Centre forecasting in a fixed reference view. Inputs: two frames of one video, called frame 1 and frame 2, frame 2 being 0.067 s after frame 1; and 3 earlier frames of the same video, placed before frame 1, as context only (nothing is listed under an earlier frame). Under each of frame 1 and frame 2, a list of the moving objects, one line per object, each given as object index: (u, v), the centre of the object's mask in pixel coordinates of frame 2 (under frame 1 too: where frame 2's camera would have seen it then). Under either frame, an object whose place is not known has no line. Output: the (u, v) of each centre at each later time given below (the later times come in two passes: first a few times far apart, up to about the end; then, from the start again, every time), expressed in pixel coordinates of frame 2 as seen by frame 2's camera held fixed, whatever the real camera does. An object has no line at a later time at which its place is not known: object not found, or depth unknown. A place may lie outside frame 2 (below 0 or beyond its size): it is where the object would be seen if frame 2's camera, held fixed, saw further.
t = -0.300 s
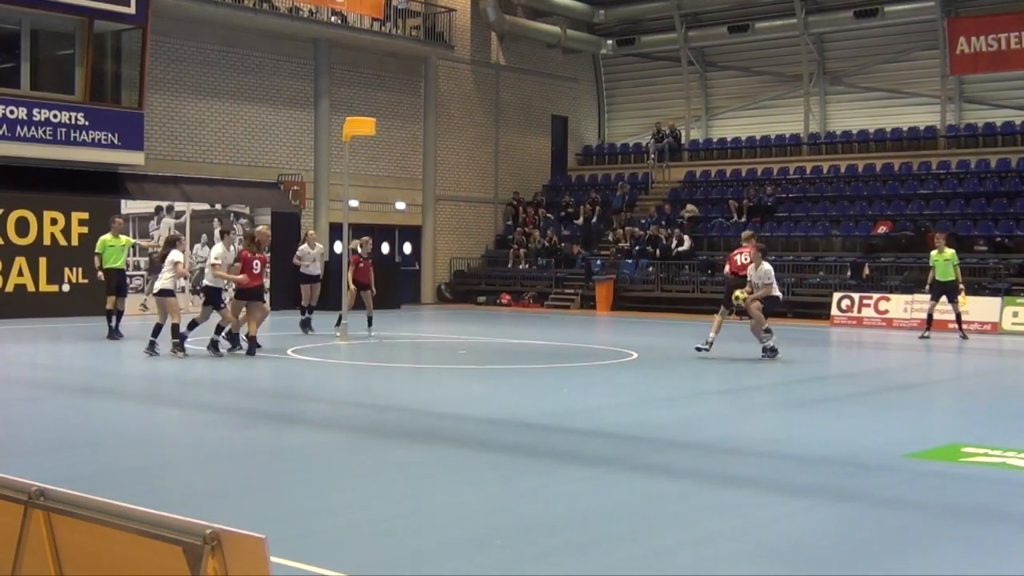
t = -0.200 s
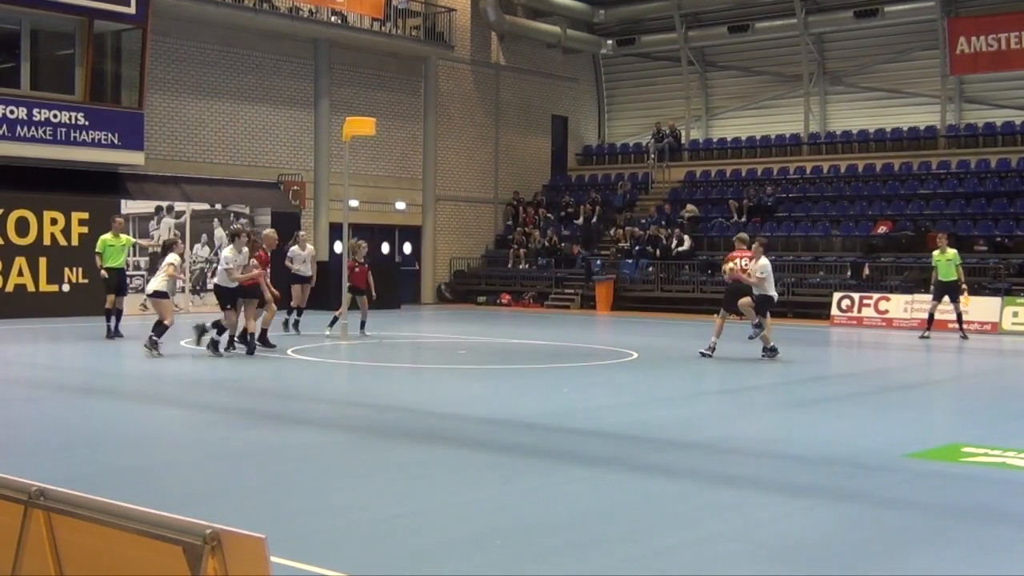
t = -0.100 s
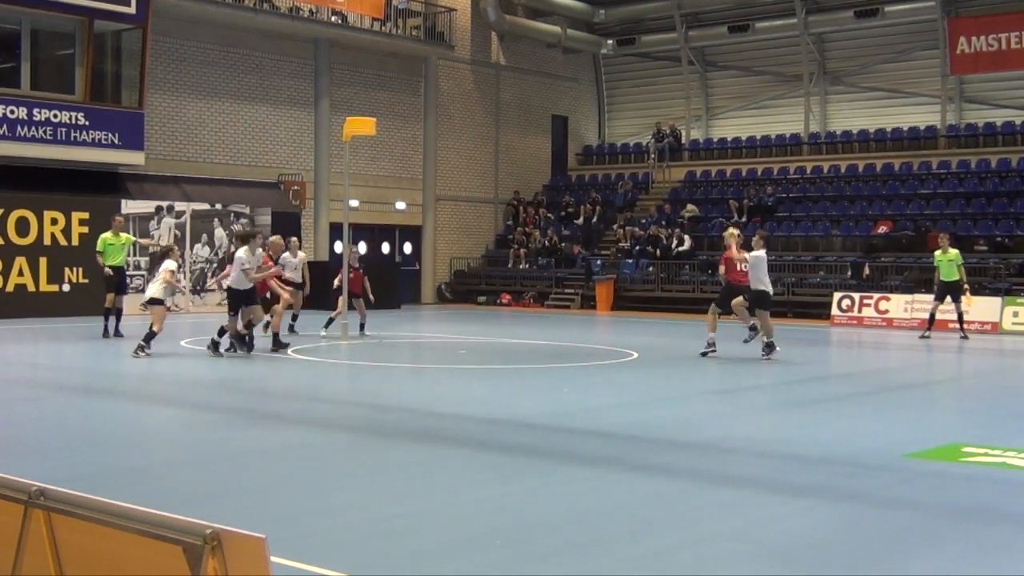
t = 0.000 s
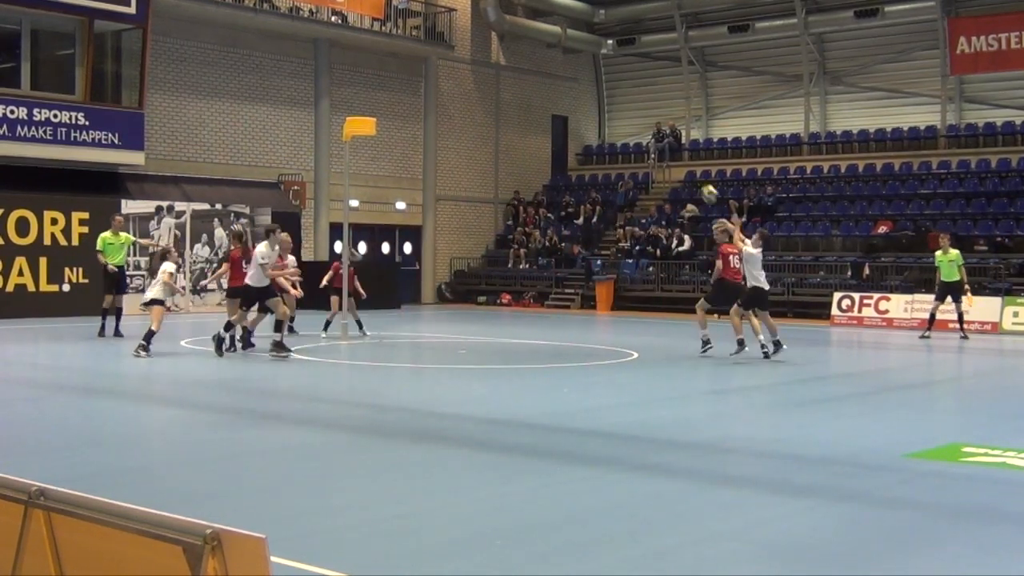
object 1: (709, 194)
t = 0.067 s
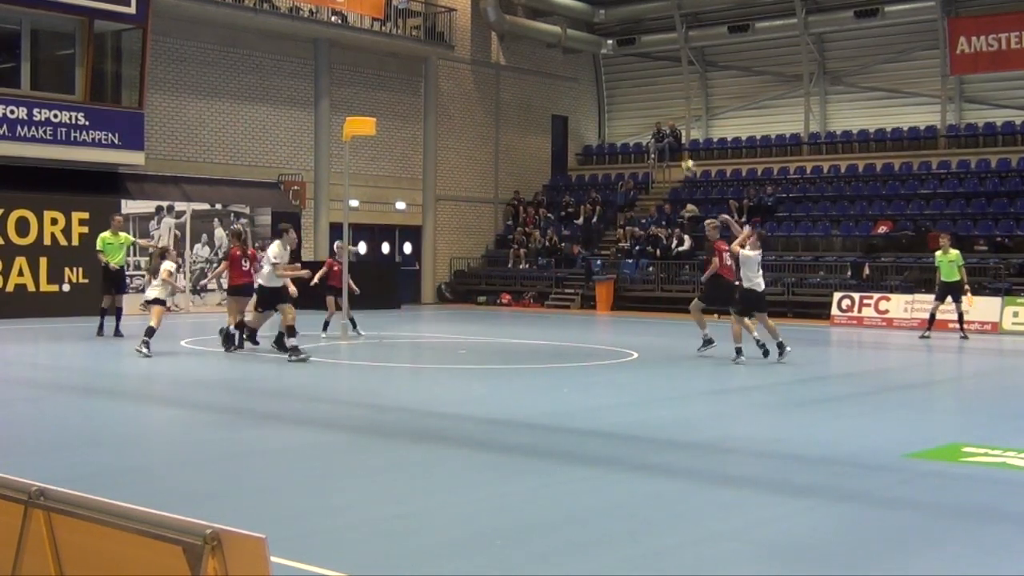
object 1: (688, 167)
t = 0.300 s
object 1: (616, 103)
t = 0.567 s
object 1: (540, 80)
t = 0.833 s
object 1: (467, 103)
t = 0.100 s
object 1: (678, 155)
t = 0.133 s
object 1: (667, 146)
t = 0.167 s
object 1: (657, 133)
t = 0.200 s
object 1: (646, 125)
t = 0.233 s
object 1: (636, 117)
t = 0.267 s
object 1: (627, 110)
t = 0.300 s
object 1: (616, 103)
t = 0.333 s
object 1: (606, 97)
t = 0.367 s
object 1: (596, 93)
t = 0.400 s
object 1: (587, 88)
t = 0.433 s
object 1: (577, 86)
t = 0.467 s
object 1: (567, 83)
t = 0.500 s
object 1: (558, 81)
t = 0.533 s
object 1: (549, 80)
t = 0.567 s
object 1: (540, 80)
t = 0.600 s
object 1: (529, 78)
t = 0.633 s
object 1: (520, 80)
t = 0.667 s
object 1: (512, 83)
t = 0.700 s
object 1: (503, 86)
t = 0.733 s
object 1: (494, 89)
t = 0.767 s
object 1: (485, 93)
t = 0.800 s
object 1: (476, 97)
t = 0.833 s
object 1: (467, 103)
